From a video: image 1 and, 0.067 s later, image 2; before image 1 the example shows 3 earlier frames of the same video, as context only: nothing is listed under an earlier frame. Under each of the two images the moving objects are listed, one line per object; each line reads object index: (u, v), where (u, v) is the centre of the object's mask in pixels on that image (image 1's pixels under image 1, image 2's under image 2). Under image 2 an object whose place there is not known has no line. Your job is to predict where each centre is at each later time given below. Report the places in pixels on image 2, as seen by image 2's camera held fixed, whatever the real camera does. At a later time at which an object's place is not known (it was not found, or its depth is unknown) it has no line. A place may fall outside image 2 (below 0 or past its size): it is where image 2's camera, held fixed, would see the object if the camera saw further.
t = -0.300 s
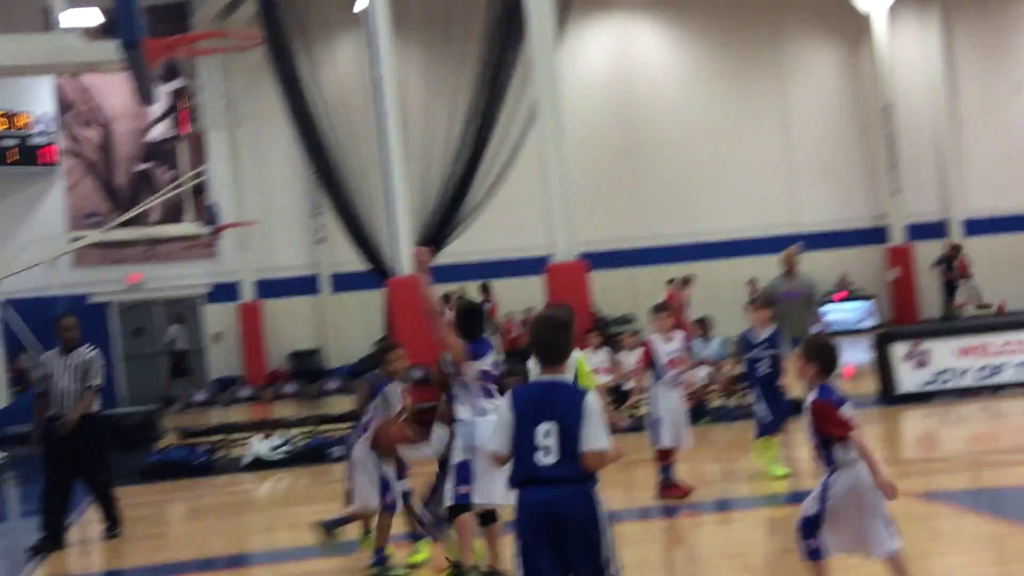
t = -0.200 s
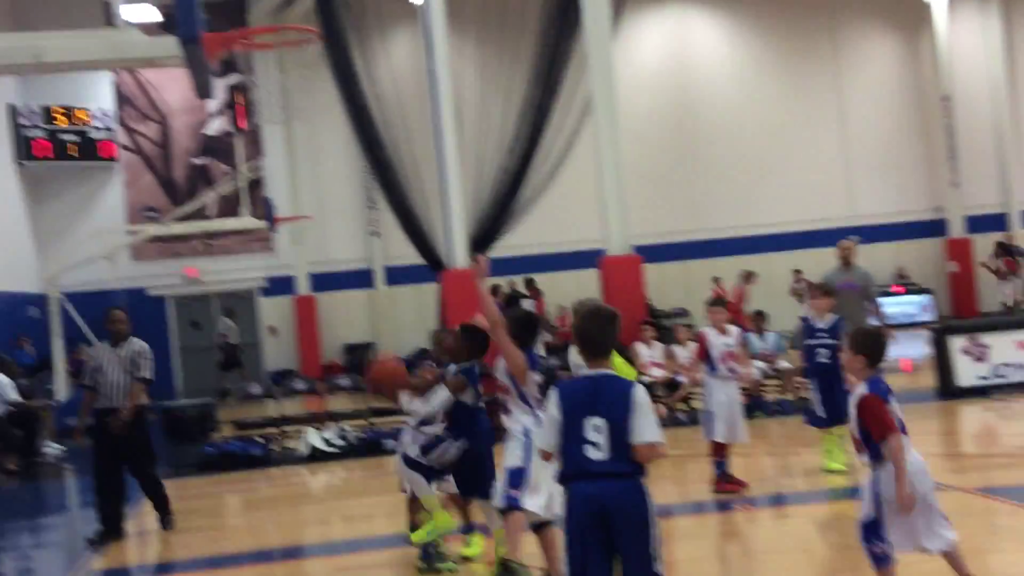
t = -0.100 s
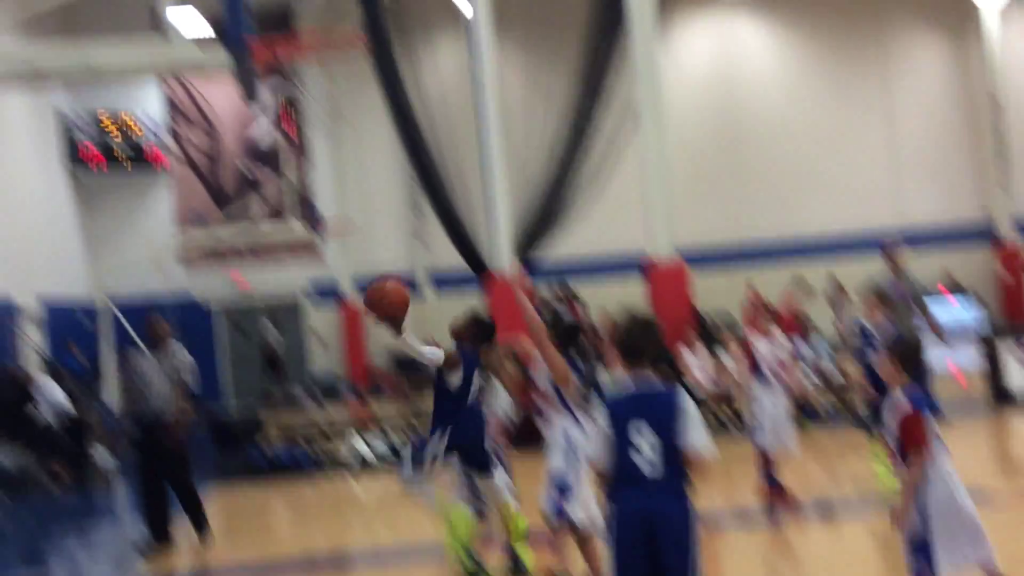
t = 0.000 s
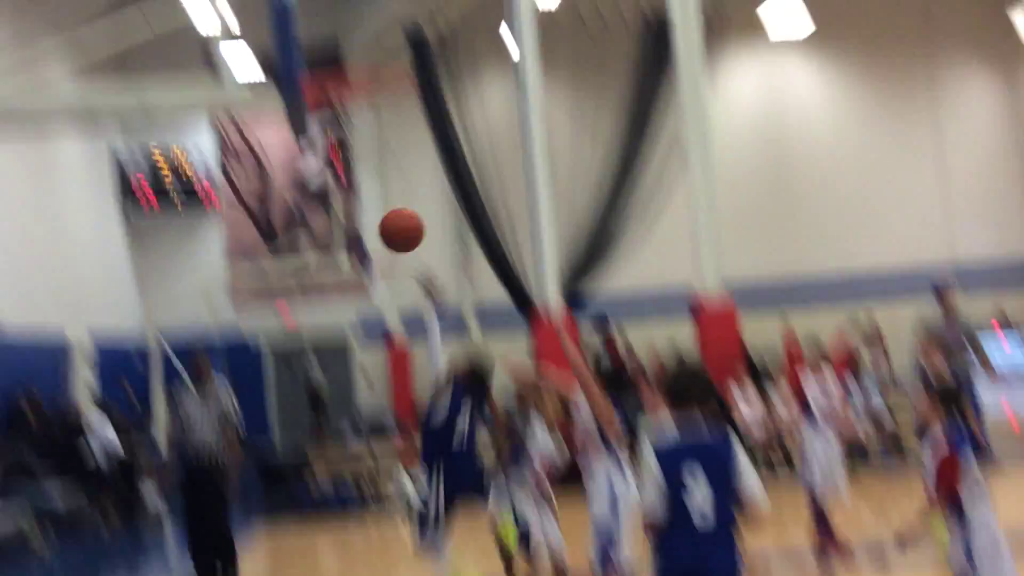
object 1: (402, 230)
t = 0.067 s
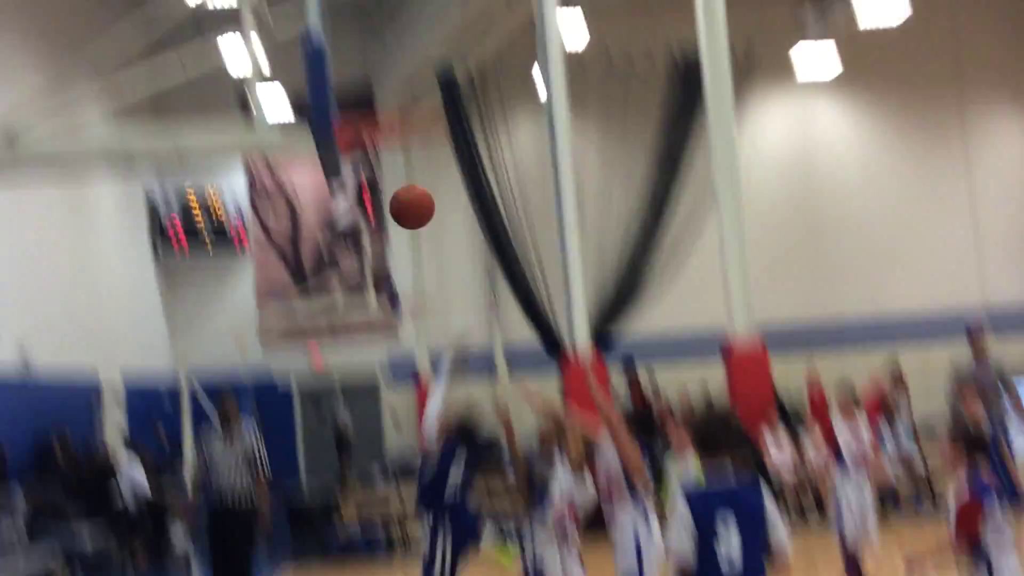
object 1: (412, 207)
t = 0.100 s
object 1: (401, 177)
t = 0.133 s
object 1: (391, 154)
